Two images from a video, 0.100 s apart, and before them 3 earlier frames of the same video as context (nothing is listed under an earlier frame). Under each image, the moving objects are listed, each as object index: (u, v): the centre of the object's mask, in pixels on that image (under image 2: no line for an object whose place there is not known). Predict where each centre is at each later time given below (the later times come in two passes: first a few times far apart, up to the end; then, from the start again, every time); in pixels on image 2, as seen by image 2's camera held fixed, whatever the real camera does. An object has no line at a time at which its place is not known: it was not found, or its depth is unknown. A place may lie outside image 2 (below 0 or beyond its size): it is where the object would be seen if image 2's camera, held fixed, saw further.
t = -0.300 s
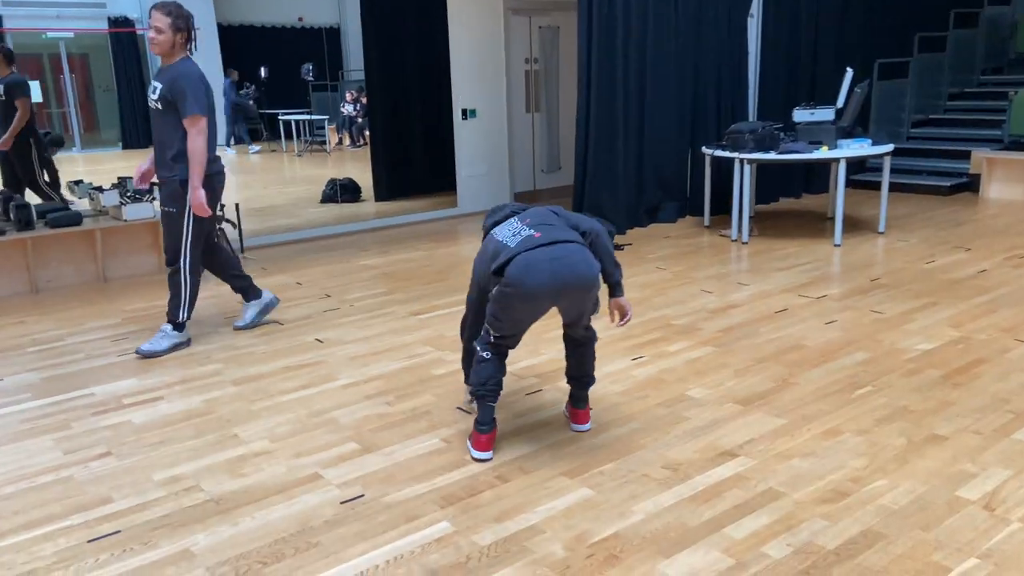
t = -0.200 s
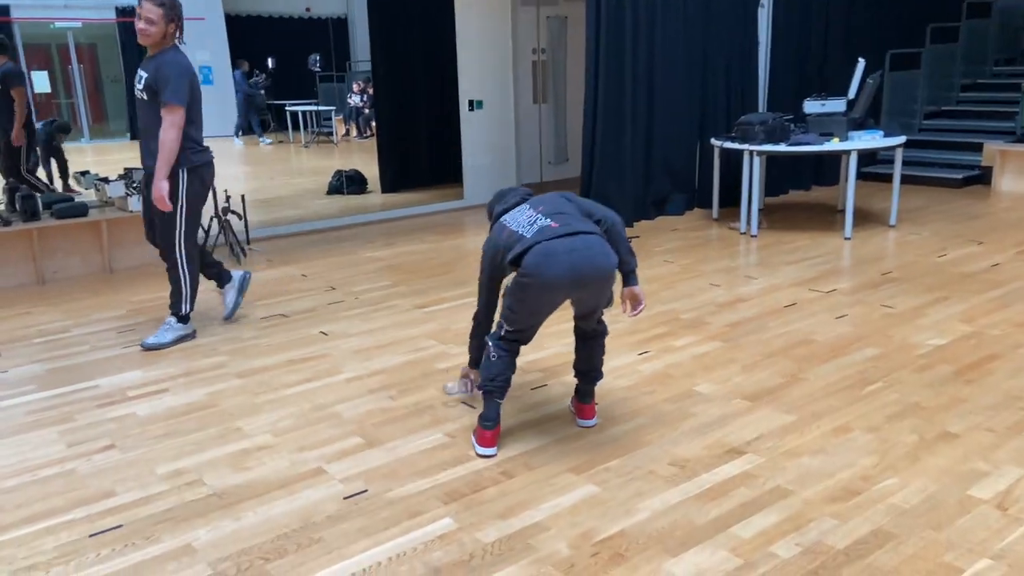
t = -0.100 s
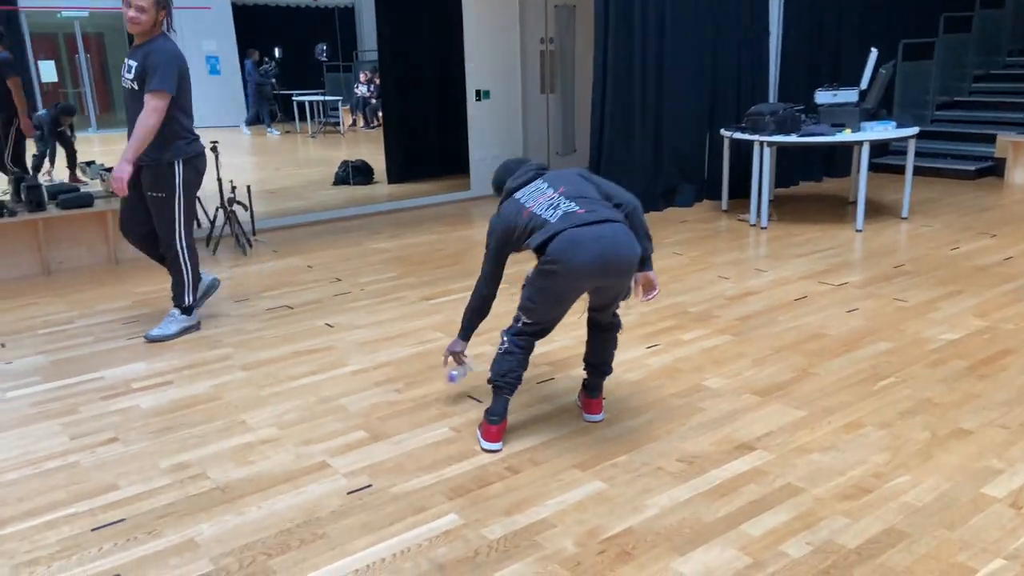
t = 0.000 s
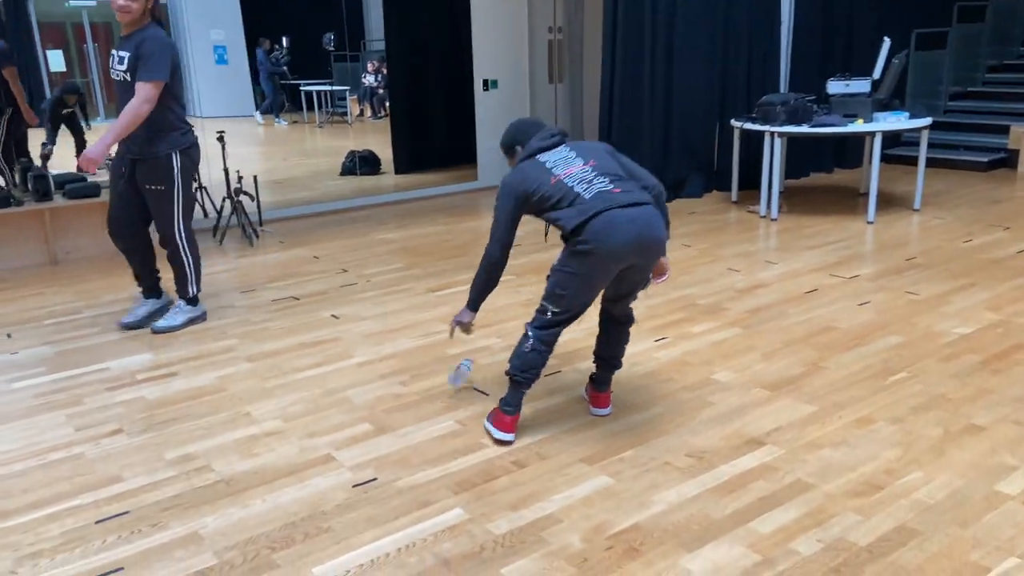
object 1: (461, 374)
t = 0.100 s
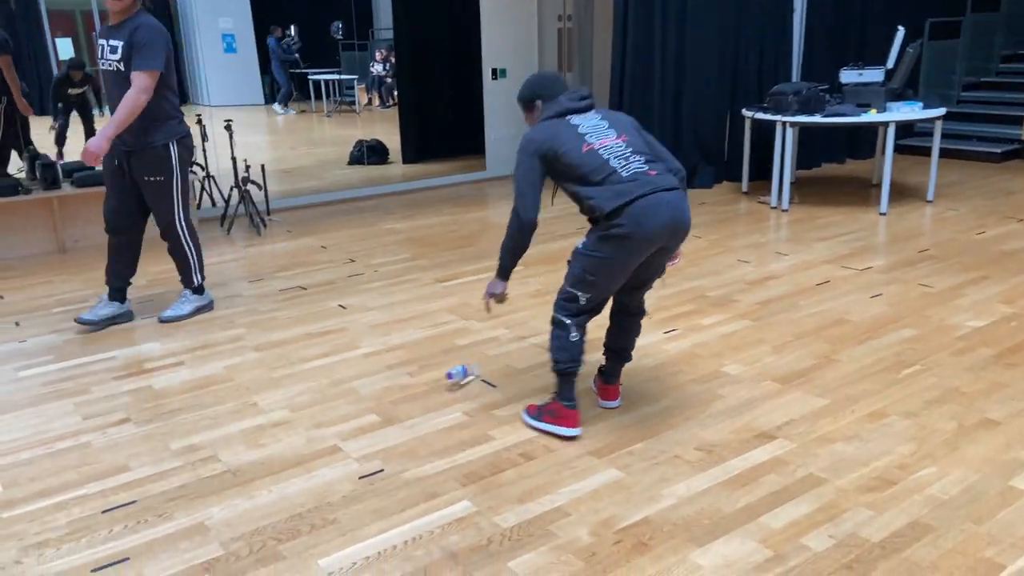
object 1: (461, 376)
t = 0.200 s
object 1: (457, 374)
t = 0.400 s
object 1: (449, 381)
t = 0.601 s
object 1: (441, 381)
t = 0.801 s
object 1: (435, 381)
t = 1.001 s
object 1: (434, 384)
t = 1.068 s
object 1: (434, 384)
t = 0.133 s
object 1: (463, 373)
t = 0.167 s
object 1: (461, 370)
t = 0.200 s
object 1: (457, 374)
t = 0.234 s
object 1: (456, 379)
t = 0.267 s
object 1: (456, 378)
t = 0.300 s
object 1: (454, 376)
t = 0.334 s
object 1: (451, 376)
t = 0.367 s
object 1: (449, 379)
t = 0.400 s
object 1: (449, 381)
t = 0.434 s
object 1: (448, 379)
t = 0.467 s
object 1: (447, 379)
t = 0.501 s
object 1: (445, 380)
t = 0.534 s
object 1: (442, 380)
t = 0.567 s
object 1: (441, 381)
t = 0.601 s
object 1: (441, 381)
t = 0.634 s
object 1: (440, 380)
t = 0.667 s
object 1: (438, 380)
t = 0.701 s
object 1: (437, 380)
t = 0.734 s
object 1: (435, 380)
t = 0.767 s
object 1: (435, 381)
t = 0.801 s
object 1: (435, 381)
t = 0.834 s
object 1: (434, 381)
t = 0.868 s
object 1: (433, 382)
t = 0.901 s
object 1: (434, 383)
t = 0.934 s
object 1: (434, 383)
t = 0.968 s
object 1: (434, 384)
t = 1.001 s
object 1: (434, 384)
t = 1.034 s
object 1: (434, 384)
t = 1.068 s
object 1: (434, 384)
